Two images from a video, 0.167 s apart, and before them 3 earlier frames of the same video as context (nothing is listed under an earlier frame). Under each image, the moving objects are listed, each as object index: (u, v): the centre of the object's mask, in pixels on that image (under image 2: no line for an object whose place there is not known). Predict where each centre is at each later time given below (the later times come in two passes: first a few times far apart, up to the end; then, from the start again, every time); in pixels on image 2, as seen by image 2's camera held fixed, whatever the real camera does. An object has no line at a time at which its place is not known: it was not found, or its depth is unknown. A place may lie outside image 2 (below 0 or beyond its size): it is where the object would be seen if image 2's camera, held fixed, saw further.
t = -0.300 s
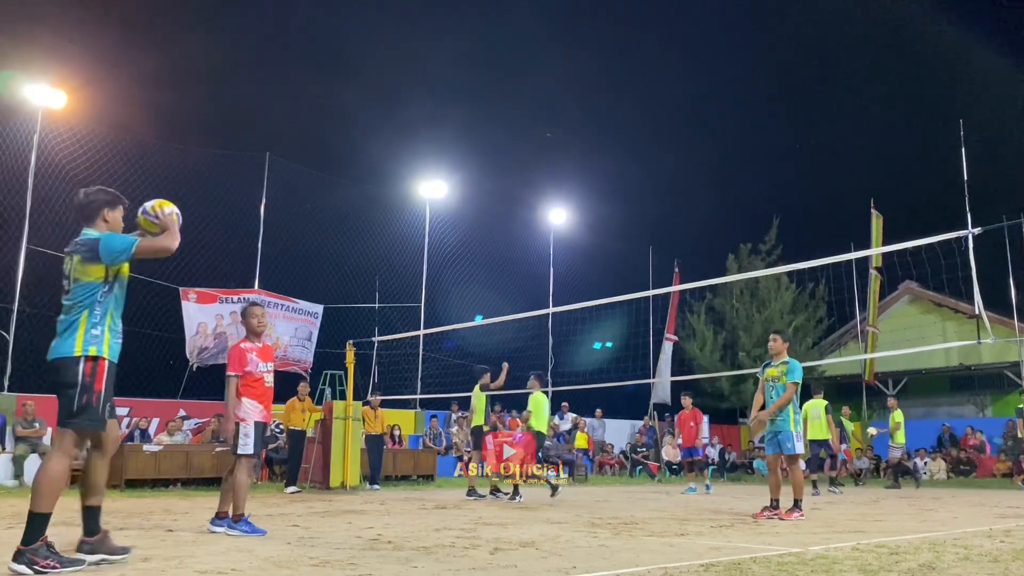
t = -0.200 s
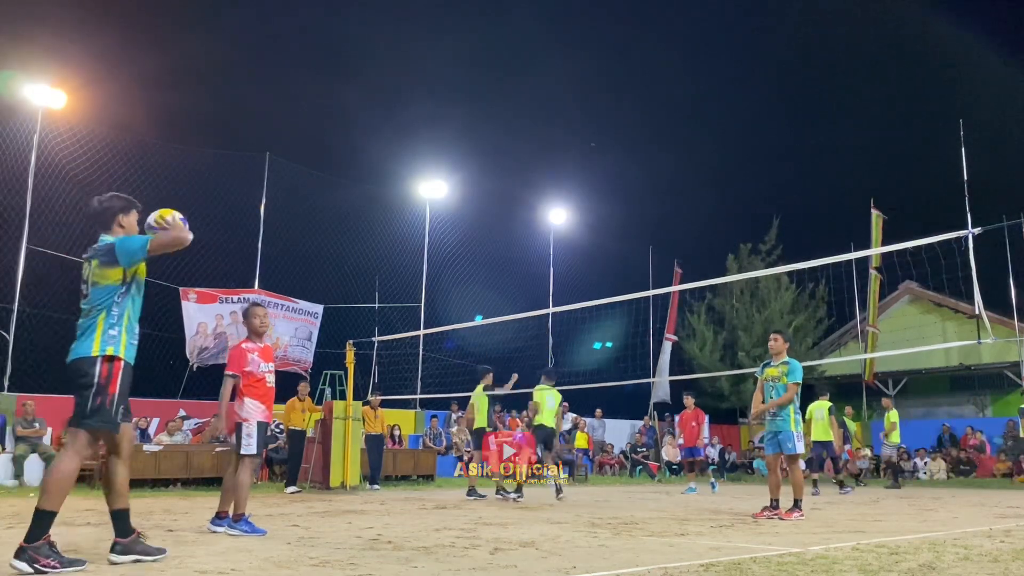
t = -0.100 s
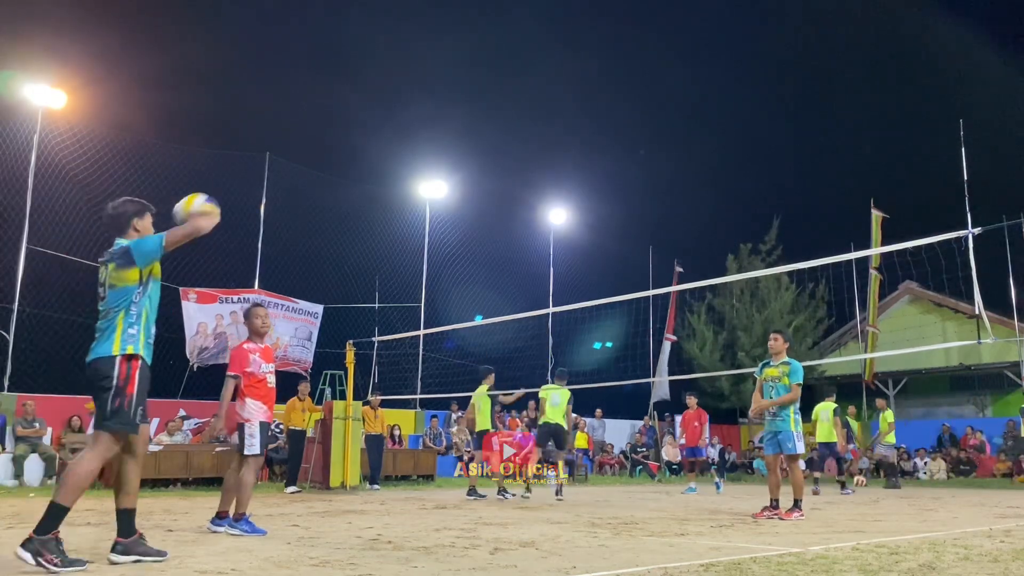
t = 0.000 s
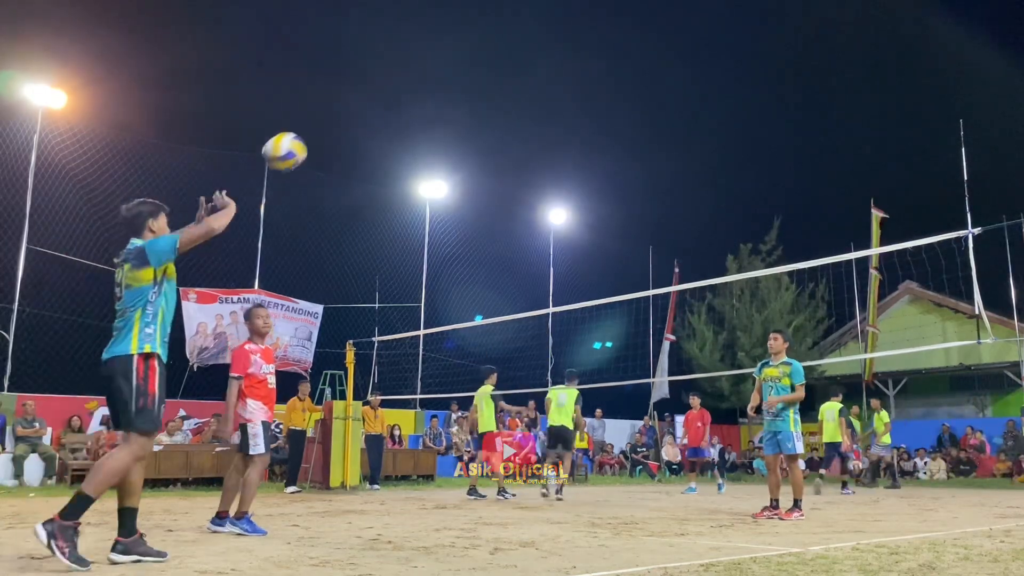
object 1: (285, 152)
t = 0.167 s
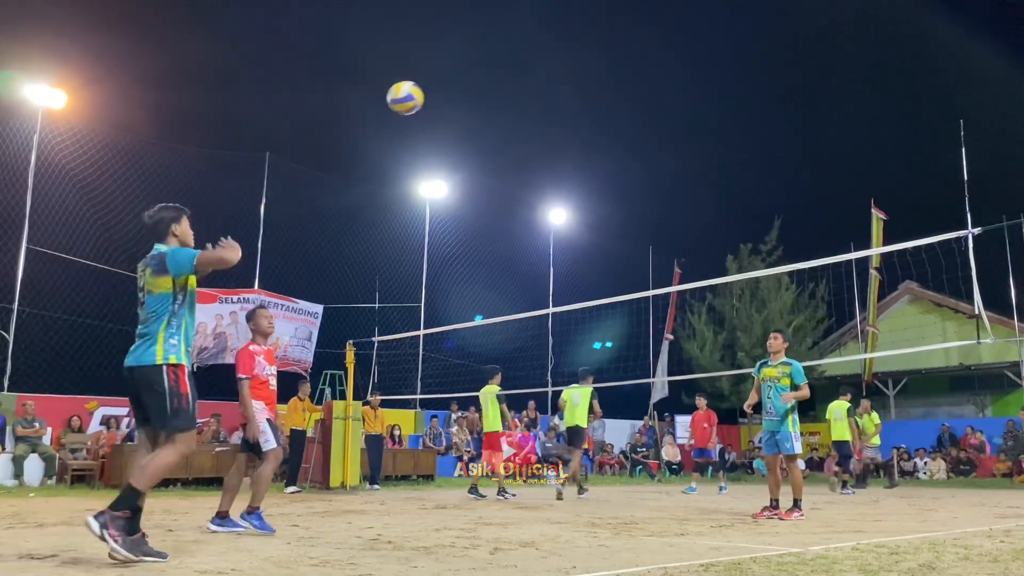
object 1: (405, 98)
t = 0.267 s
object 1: (465, 88)
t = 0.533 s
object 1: (598, 121)
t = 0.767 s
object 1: (692, 203)
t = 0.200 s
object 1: (426, 93)
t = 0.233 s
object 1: (446, 90)
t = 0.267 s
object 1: (465, 88)
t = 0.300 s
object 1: (484, 88)
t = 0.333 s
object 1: (502, 89)
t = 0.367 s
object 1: (519, 91)
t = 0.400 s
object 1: (536, 95)
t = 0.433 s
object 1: (552, 100)
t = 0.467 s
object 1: (568, 105)
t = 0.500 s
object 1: (583, 112)
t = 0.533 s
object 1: (598, 121)
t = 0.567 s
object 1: (612, 129)
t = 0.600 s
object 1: (626, 139)
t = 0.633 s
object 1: (640, 150)
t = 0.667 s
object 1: (654, 162)
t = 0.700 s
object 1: (667, 175)
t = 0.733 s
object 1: (679, 189)
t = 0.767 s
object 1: (692, 203)
